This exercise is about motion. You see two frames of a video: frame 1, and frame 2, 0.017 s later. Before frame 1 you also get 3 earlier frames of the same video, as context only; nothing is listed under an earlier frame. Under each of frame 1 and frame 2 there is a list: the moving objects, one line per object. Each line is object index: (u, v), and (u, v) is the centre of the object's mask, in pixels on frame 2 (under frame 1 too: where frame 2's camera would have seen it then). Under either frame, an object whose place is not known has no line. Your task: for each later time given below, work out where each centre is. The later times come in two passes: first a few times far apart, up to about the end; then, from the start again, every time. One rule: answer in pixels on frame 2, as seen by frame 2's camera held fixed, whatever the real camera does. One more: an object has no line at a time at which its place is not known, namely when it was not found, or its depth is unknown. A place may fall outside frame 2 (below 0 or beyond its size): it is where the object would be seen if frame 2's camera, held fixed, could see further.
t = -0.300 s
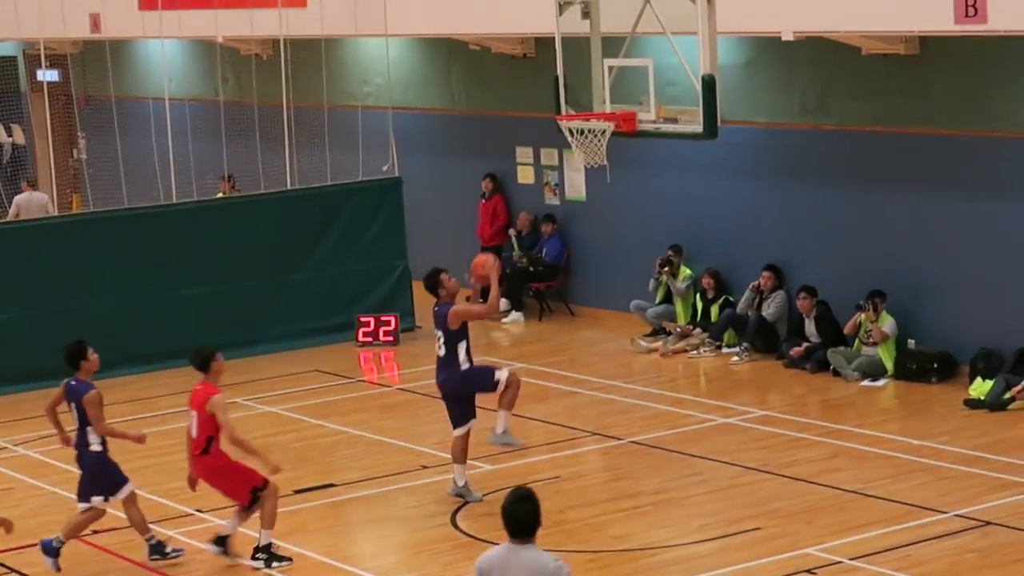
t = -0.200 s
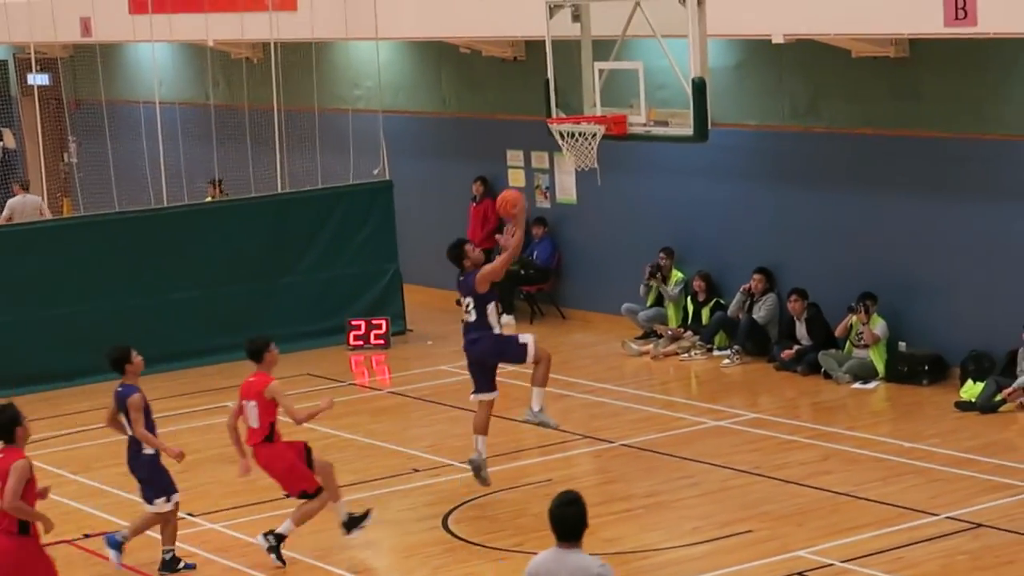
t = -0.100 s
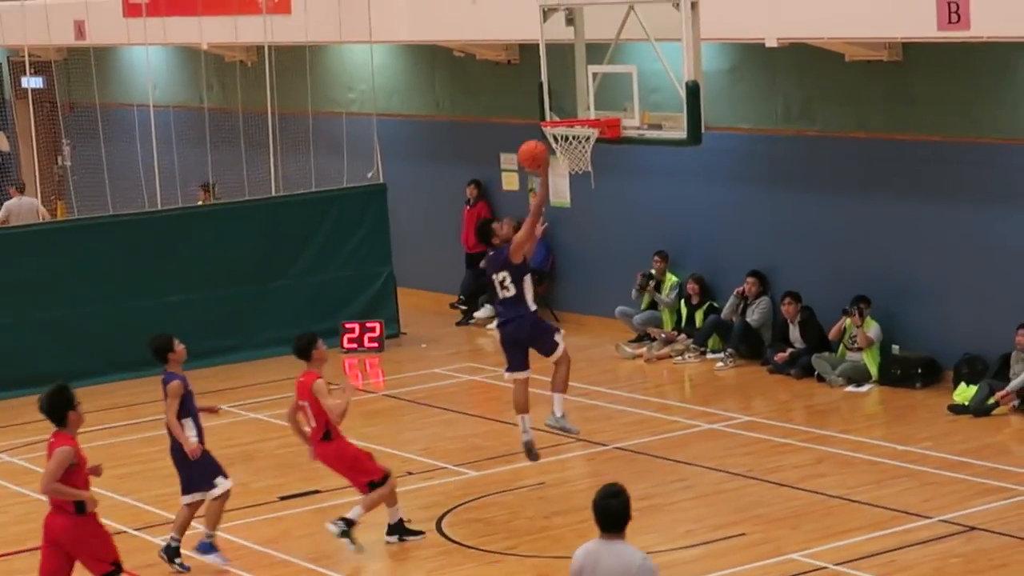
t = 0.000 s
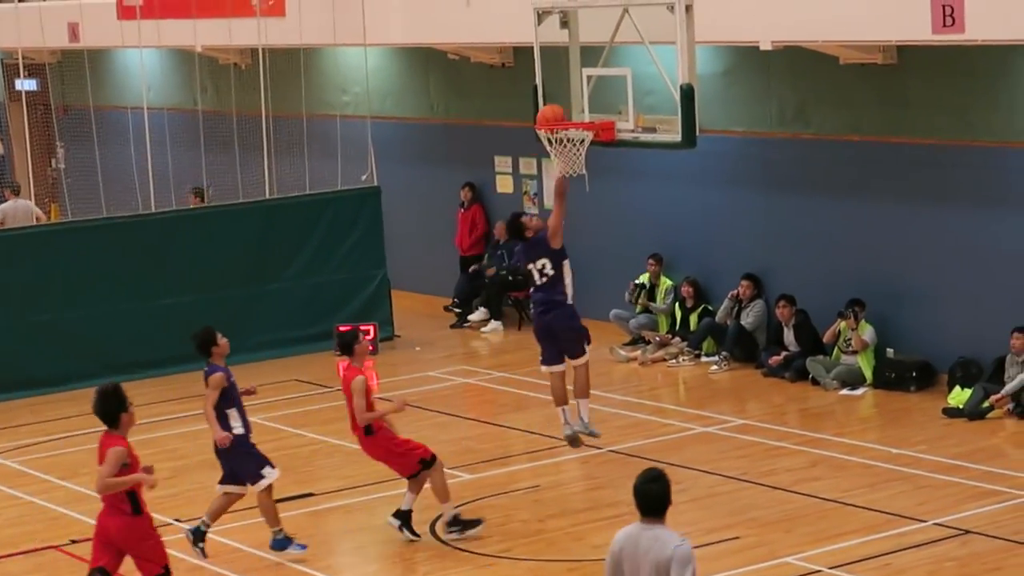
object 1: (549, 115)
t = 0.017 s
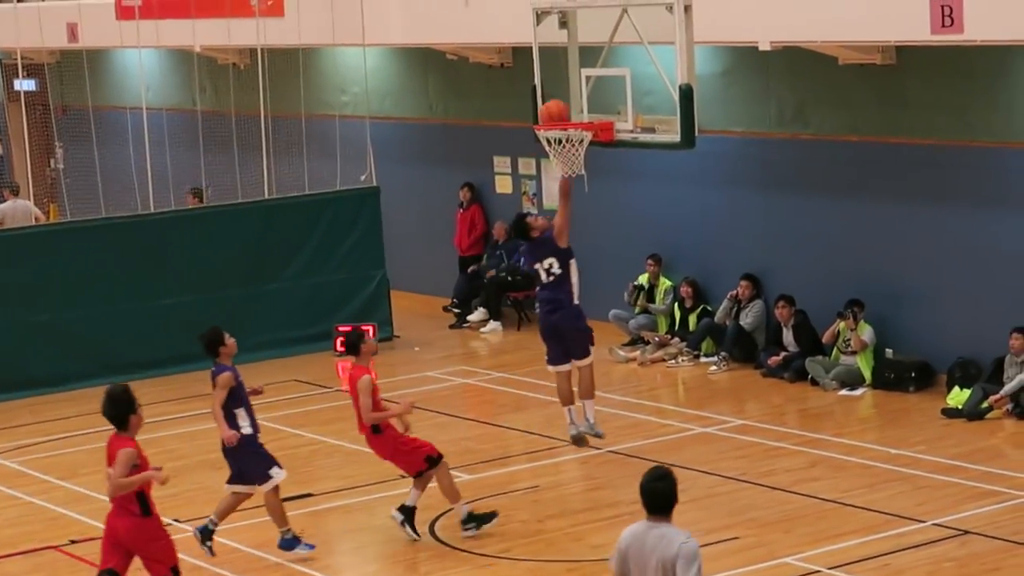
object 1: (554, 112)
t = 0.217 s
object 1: (568, 91)
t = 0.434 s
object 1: (558, 131)
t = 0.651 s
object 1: (561, 165)
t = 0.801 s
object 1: (574, 196)
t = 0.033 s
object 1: (559, 109)
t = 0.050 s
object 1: (562, 106)
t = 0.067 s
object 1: (567, 102)
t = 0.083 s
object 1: (571, 97)
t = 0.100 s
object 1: (574, 94)
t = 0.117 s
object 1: (573, 92)
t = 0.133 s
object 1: (573, 91)
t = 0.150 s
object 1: (572, 91)
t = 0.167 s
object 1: (571, 90)
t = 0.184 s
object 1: (570, 90)
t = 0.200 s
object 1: (569, 90)
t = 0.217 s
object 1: (568, 91)
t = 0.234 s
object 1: (568, 92)
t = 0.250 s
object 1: (567, 93)
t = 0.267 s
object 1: (566, 95)
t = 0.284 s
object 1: (565, 97)
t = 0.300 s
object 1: (564, 100)
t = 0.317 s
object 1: (564, 102)
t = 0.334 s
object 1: (563, 106)
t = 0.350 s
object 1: (562, 108)
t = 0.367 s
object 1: (562, 111)
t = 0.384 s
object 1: (560, 114)
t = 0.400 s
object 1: (560, 116)
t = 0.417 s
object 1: (558, 127)
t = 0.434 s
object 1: (558, 131)
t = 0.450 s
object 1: (557, 135)
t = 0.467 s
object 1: (556, 139)
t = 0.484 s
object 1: (554, 142)
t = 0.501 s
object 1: (554, 145)
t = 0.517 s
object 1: (553, 149)
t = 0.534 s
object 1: (553, 152)
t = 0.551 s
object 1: (554, 156)
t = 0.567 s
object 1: (554, 157)
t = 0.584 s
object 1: (555, 158)
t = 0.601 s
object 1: (556, 160)
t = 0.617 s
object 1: (557, 161)
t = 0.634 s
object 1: (560, 163)
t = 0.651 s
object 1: (561, 165)
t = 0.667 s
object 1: (562, 167)
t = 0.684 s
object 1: (564, 170)
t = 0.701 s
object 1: (565, 173)
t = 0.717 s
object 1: (566, 178)
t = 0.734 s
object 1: (568, 179)
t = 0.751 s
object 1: (570, 183)
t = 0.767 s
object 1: (571, 187)
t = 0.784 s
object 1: (572, 192)
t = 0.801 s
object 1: (574, 196)
